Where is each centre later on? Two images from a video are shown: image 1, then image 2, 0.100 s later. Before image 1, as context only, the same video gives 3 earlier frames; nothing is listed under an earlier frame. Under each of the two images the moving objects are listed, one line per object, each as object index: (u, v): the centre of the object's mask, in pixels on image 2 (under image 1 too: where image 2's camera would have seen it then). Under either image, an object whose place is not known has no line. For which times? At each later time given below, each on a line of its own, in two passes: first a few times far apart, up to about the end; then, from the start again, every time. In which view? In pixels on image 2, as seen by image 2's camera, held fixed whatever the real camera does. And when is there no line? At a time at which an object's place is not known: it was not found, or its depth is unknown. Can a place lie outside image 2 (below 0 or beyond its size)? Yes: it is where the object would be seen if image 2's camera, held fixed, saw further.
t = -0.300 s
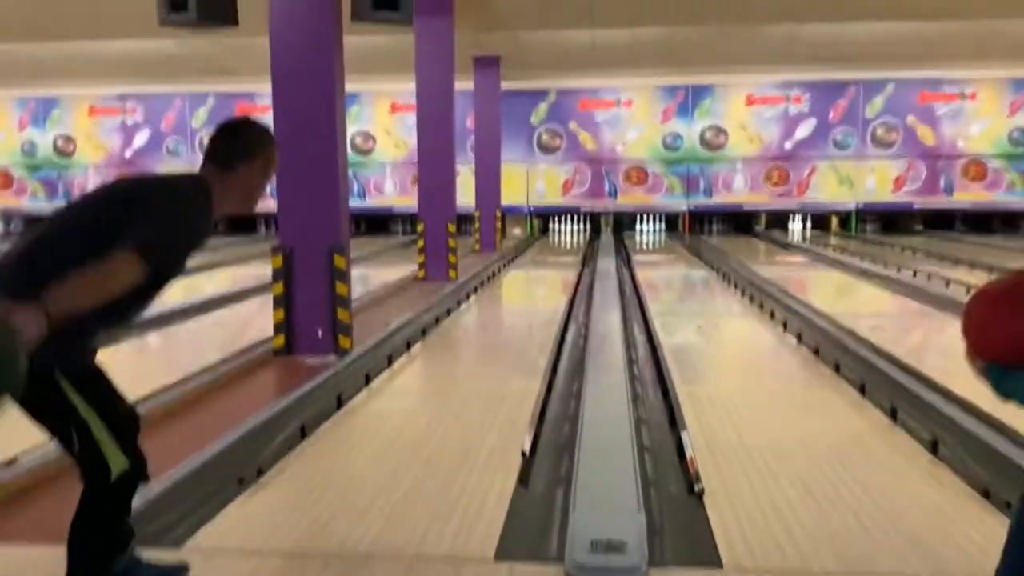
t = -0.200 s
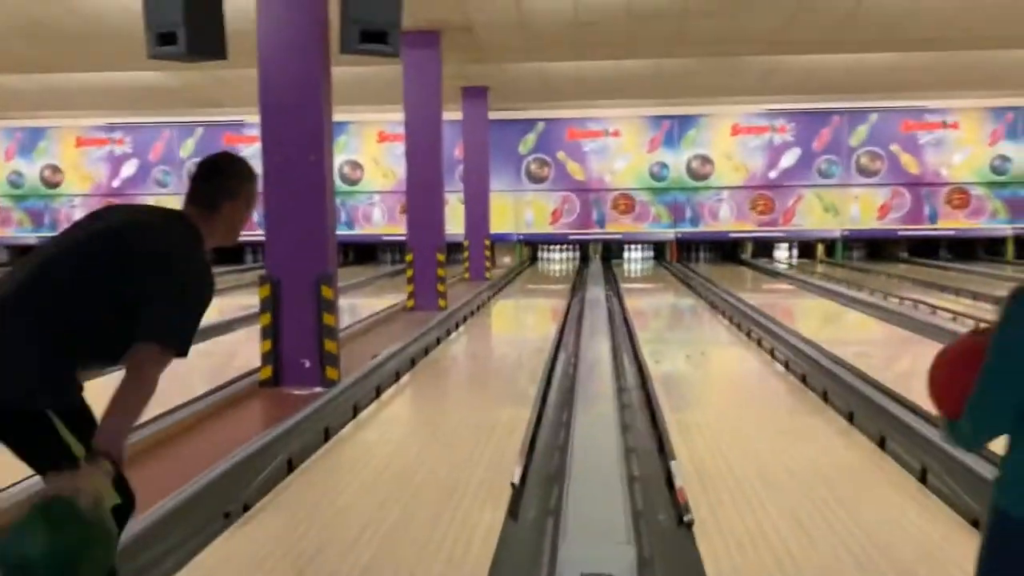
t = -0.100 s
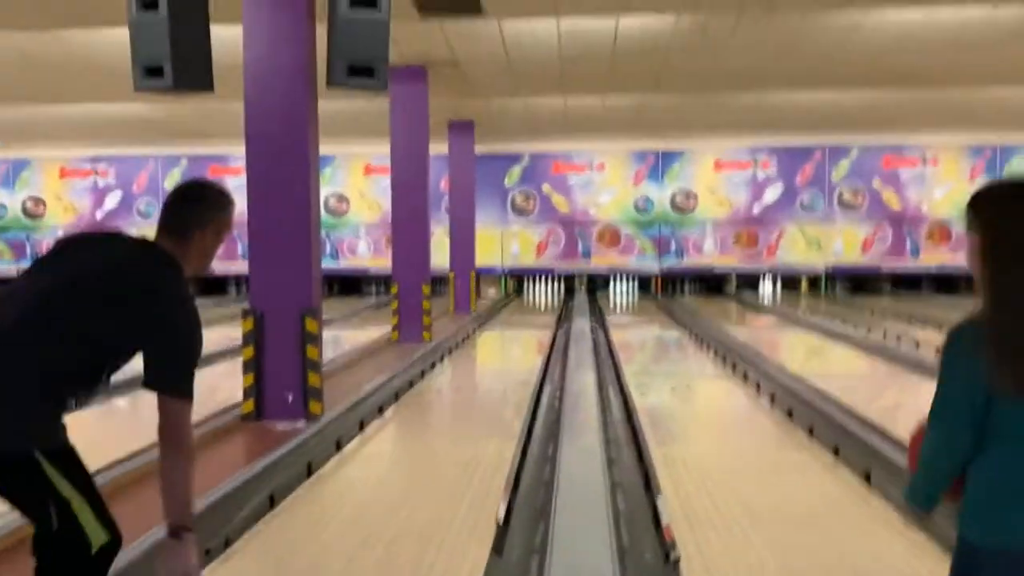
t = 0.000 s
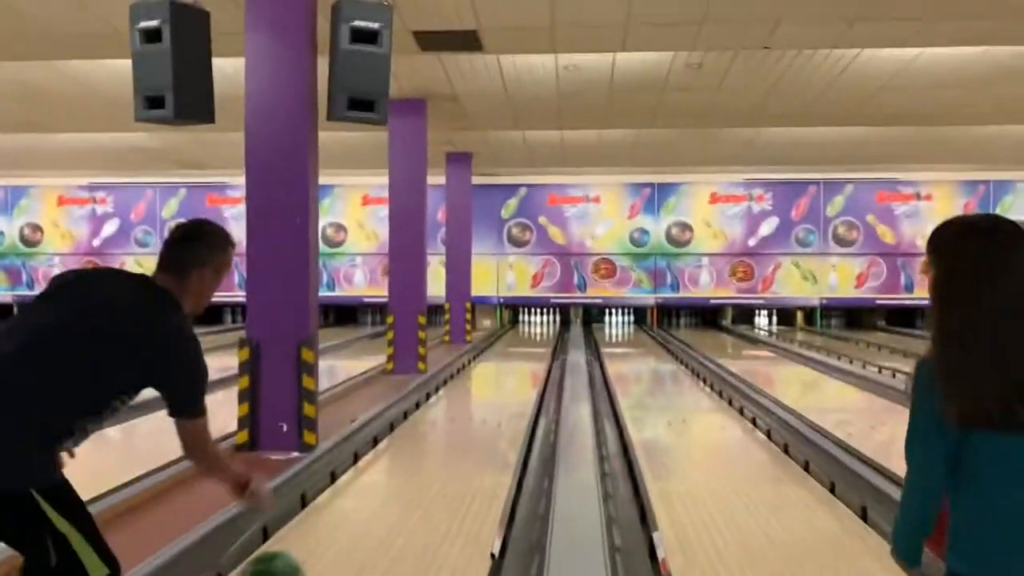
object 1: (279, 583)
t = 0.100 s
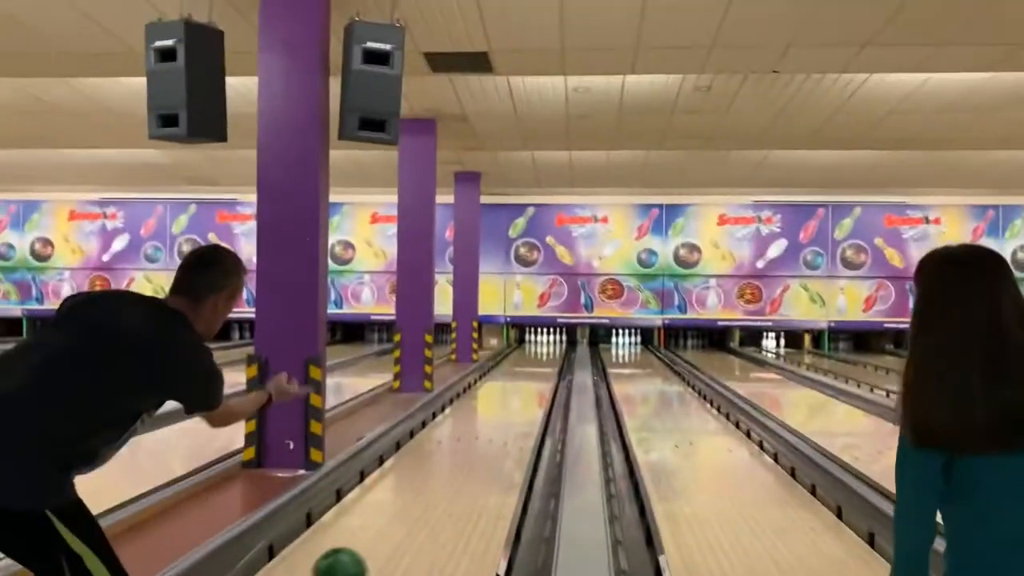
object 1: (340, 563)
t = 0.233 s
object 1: (394, 523)
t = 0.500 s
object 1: (455, 461)
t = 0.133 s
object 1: (355, 554)
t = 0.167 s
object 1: (369, 545)
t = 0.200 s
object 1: (382, 535)
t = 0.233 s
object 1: (394, 523)
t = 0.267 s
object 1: (404, 512)
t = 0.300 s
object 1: (413, 503)
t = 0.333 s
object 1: (422, 494)
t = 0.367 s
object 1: (429, 486)
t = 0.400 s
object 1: (437, 479)
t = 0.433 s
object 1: (443, 473)
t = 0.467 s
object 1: (450, 468)
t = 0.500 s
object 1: (455, 461)
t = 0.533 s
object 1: (460, 456)
